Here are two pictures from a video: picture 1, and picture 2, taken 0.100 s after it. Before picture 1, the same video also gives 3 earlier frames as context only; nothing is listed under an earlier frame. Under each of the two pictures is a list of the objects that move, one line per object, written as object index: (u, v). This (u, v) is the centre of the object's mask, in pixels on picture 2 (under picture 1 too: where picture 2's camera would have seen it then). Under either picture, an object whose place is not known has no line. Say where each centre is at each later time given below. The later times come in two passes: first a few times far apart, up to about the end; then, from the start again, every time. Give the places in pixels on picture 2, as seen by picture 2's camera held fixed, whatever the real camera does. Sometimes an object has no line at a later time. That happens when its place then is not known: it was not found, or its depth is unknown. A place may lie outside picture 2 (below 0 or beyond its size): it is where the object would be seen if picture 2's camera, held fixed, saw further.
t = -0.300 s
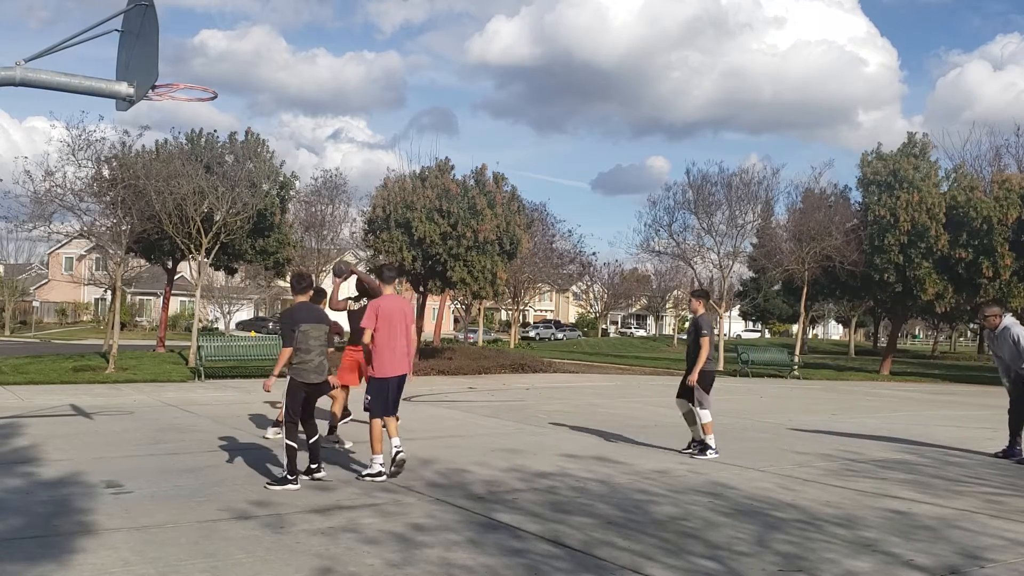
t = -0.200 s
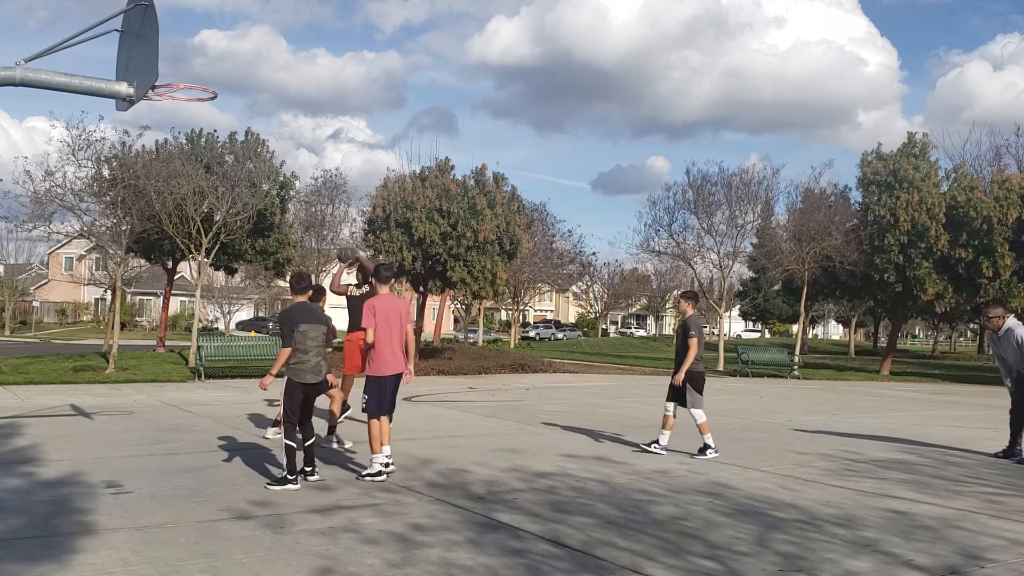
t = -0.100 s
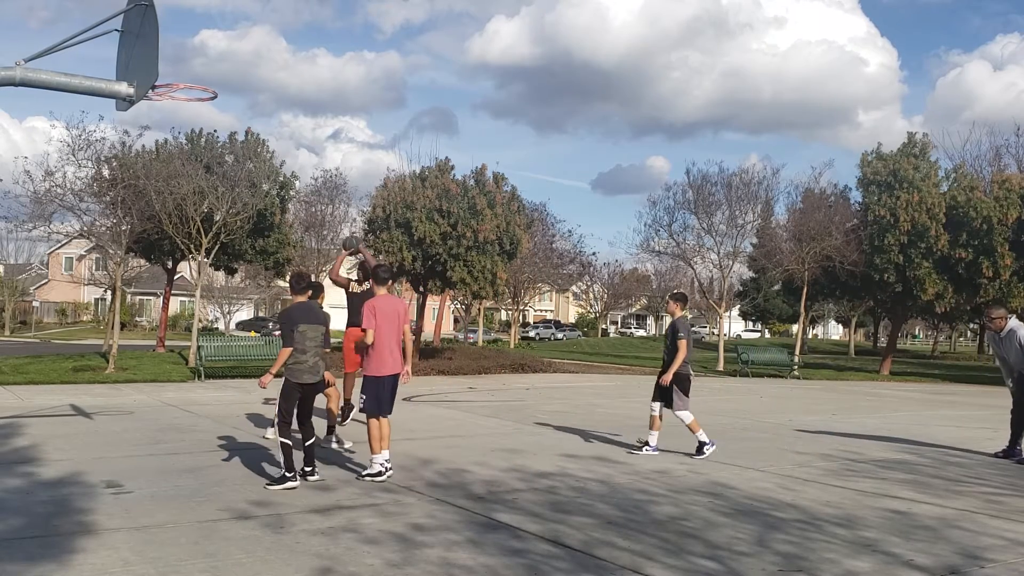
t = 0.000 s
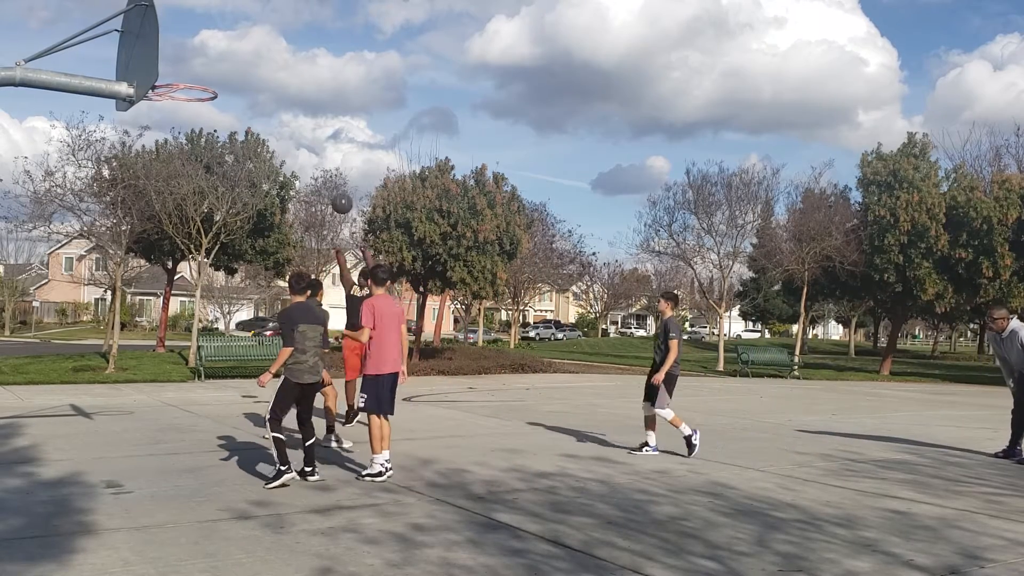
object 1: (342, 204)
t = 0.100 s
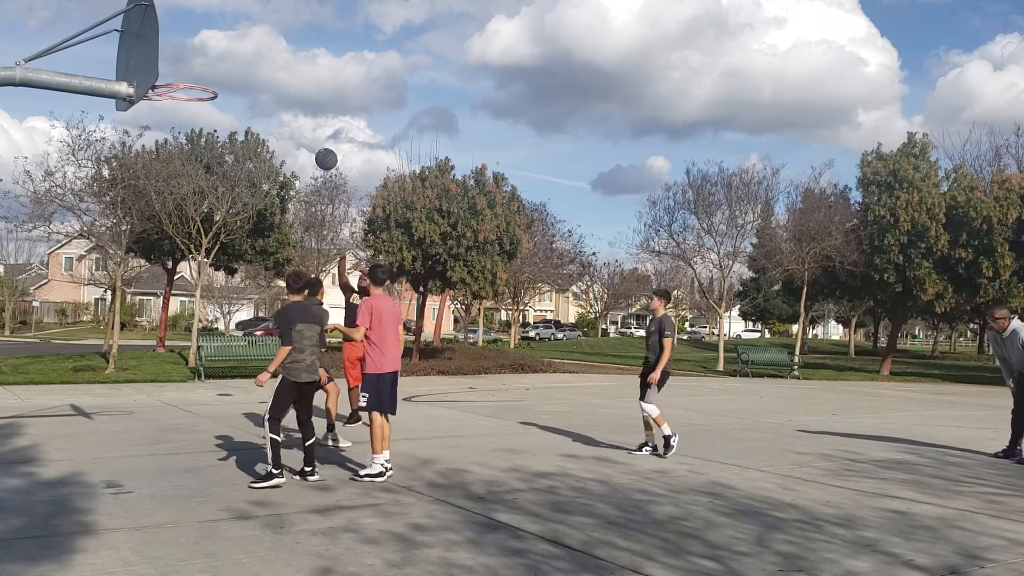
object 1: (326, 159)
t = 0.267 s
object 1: (297, 98)
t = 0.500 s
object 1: (247, 47)
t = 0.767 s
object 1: (174, 55)
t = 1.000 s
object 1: (207, 72)
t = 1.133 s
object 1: (249, 100)
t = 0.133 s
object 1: (321, 146)
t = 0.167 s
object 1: (315, 133)
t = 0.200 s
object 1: (309, 120)
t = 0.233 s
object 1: (303, 109)
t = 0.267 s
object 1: (297, 98)
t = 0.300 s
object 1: (290, 88)
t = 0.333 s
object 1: (284, 79)
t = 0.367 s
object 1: (277, 71)
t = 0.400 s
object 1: (270, 63)
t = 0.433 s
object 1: (262, 57)
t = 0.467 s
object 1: (255, 51)
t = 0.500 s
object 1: (247, 47)
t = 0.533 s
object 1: (239, 44)
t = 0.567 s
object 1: (231, 41)
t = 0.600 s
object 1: (222, 40)
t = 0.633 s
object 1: (213, 41)
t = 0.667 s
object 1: (204, 42)
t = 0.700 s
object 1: (194, 45)
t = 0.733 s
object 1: (184, 49)
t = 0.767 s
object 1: (174, 55)
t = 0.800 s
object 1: (168, 63)
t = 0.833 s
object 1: (163, 72)
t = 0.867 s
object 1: (169, 67)
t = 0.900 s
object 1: (175, 65)
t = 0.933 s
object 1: (186, 66)
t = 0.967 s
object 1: (197, 68)
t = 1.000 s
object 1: (207, 72)
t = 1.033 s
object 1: (218, 77)
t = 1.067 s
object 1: (228, 83)
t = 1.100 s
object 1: (239, 91)
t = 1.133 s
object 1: (249, 100)
